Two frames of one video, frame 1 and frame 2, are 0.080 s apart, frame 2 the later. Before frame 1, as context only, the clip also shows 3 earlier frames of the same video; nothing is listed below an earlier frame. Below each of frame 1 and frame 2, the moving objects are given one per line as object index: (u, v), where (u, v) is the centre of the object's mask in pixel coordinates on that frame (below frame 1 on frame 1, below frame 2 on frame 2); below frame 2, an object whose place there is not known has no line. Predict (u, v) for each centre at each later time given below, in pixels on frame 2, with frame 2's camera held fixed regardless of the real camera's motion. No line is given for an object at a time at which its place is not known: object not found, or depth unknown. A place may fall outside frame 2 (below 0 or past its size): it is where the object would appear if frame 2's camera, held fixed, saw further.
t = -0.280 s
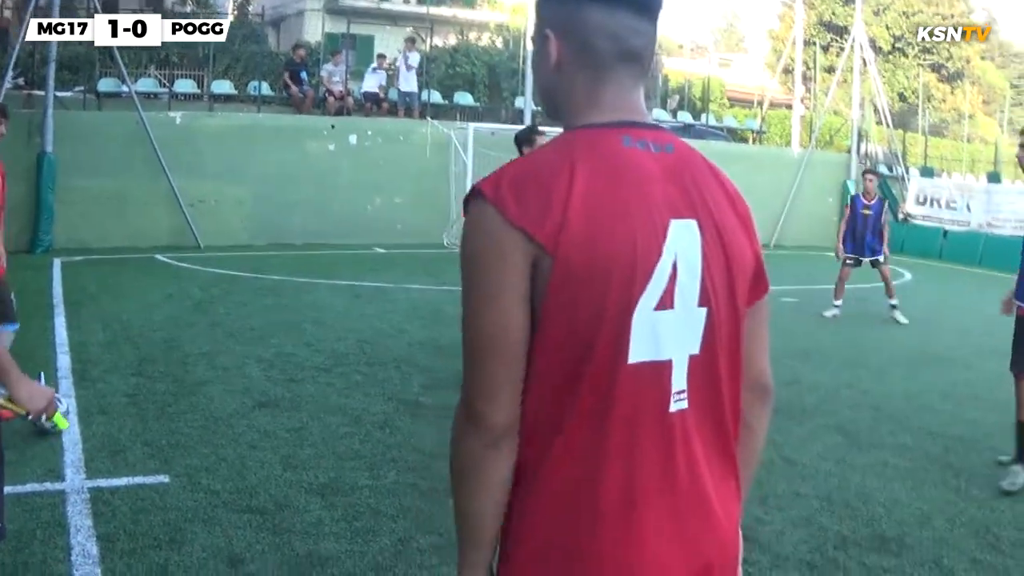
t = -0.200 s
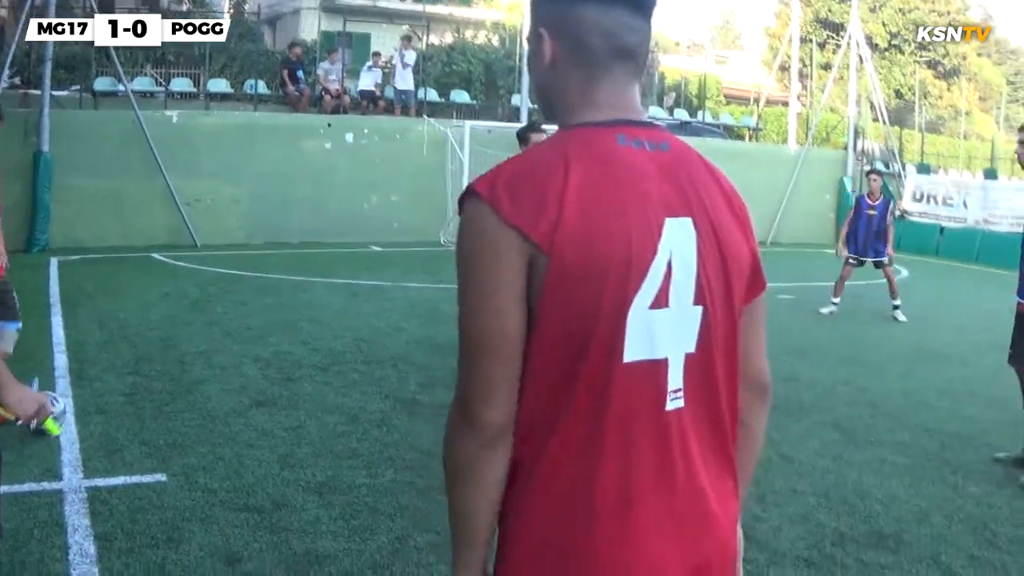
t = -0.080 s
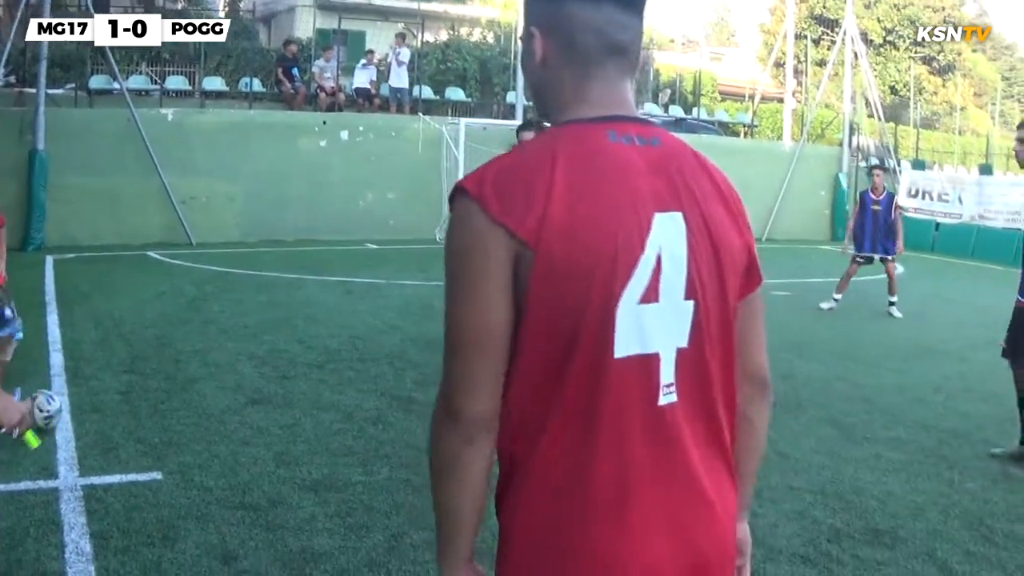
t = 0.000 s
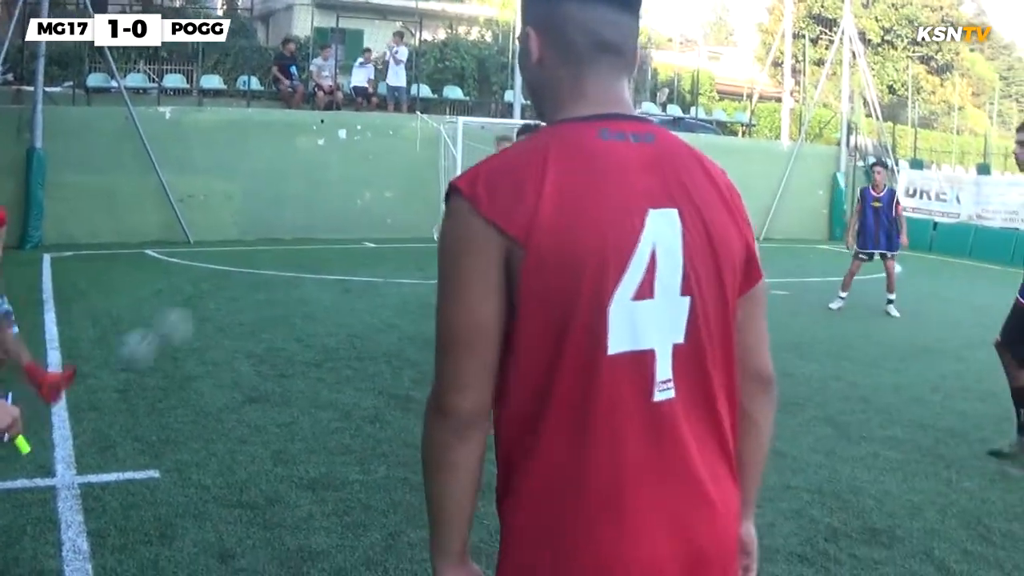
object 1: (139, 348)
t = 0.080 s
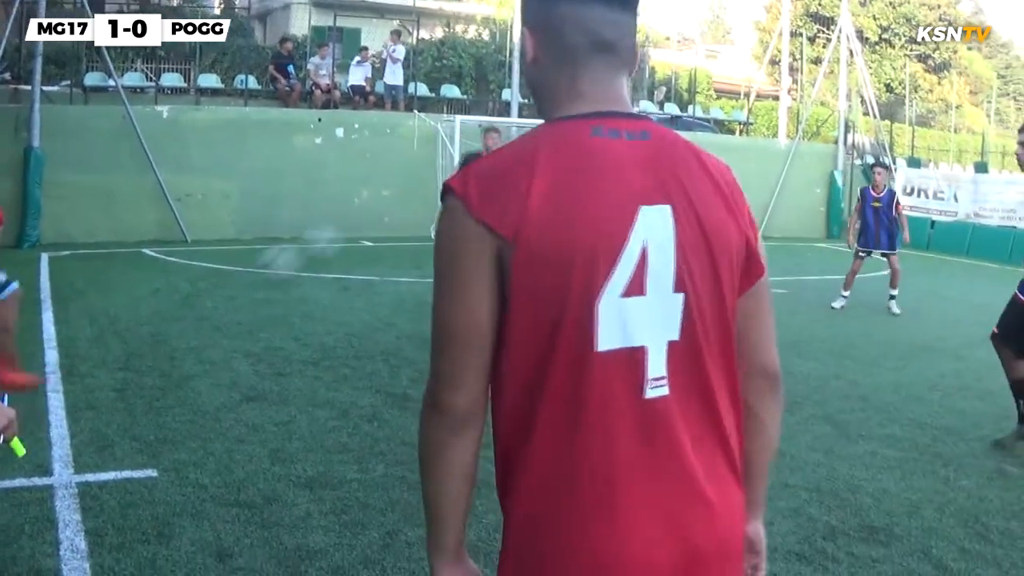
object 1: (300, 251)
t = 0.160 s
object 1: (427, 188)
